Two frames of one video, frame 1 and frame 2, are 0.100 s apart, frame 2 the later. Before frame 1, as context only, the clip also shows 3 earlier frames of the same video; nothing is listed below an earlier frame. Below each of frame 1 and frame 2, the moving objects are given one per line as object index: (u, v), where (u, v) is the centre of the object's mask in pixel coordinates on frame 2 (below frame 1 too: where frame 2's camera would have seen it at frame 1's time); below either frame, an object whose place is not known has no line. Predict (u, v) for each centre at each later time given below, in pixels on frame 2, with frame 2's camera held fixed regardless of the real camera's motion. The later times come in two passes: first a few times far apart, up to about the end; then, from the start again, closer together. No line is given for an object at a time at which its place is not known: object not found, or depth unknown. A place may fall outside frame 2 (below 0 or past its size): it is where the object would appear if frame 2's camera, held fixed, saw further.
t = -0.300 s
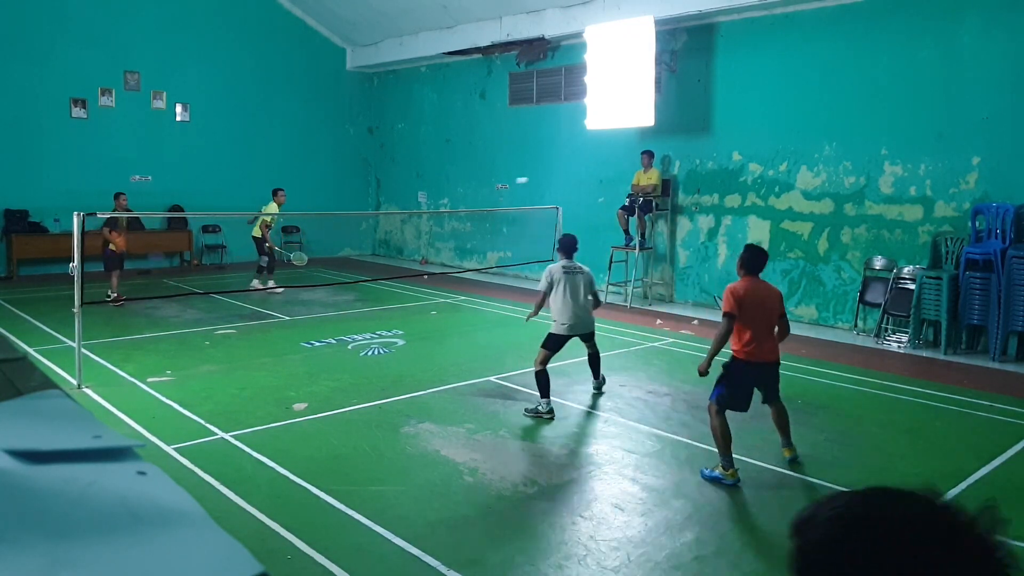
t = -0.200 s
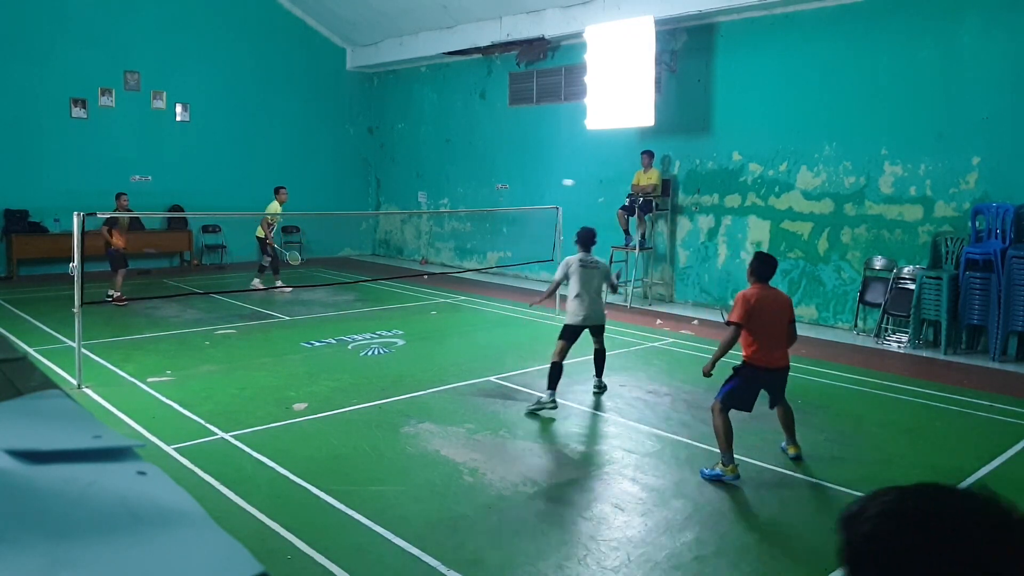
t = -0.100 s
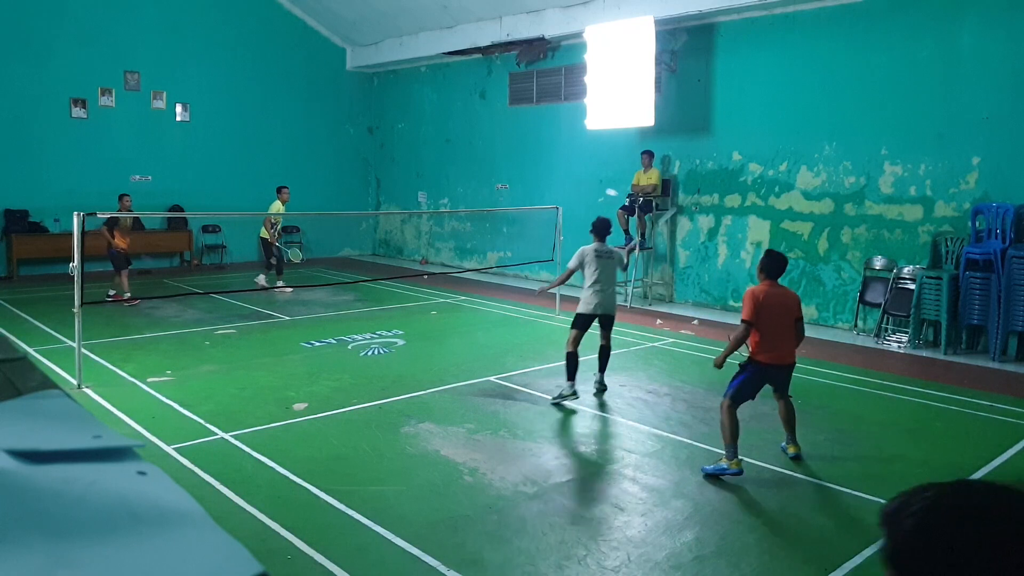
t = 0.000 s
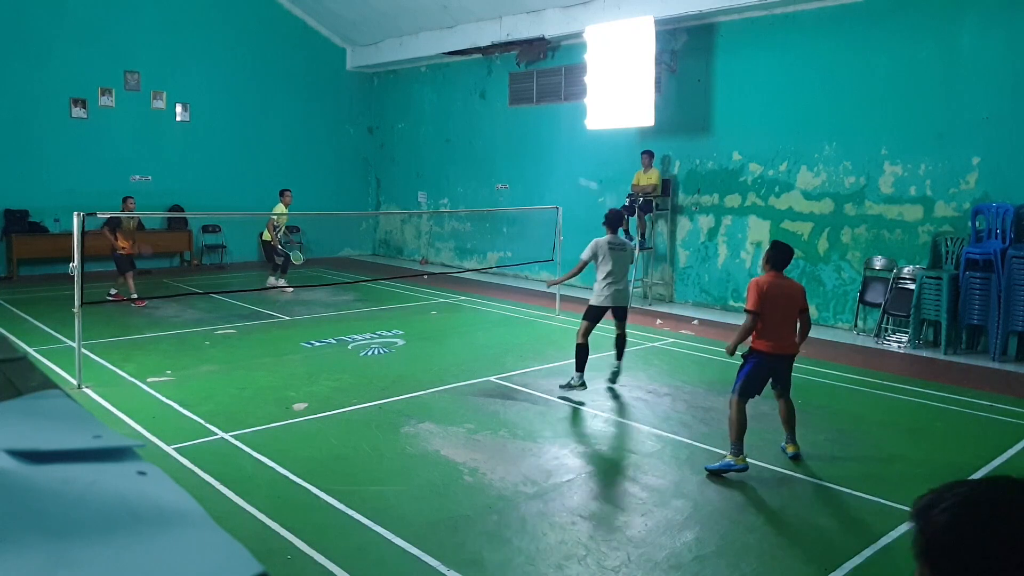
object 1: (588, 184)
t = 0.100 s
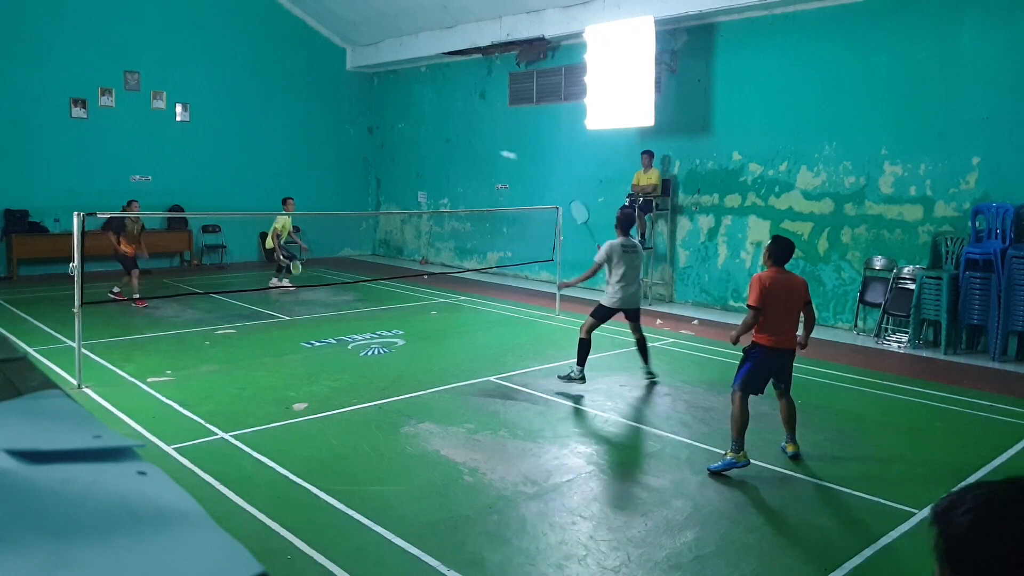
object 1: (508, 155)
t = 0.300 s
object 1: (397, 138)
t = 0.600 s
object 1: (293, 175)
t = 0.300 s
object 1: (397, 138)
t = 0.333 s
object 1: (383, 139)
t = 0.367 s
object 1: (369, 141)
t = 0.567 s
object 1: (302, 168)
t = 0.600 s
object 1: (293, 175)
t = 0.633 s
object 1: (284, 183)
